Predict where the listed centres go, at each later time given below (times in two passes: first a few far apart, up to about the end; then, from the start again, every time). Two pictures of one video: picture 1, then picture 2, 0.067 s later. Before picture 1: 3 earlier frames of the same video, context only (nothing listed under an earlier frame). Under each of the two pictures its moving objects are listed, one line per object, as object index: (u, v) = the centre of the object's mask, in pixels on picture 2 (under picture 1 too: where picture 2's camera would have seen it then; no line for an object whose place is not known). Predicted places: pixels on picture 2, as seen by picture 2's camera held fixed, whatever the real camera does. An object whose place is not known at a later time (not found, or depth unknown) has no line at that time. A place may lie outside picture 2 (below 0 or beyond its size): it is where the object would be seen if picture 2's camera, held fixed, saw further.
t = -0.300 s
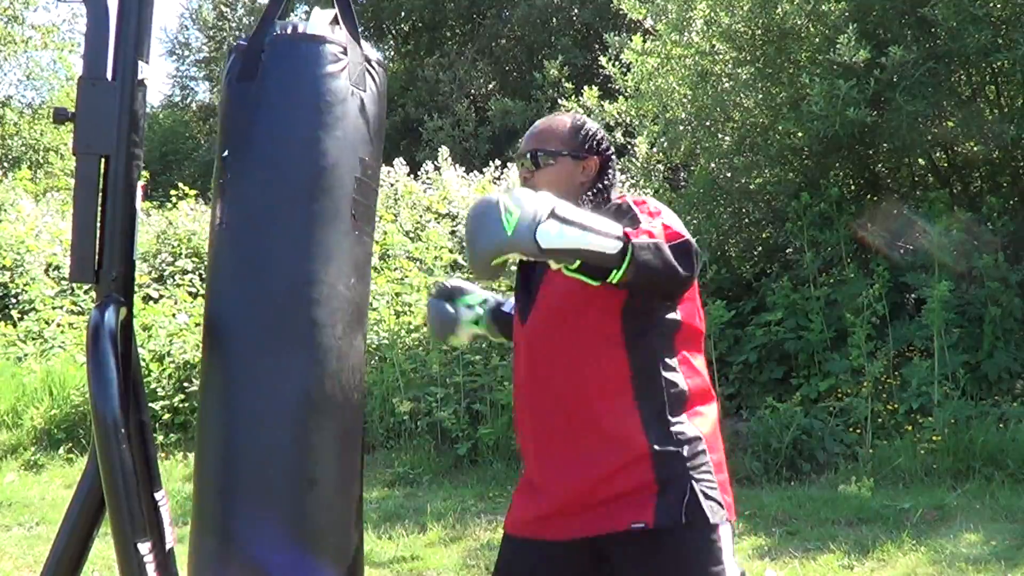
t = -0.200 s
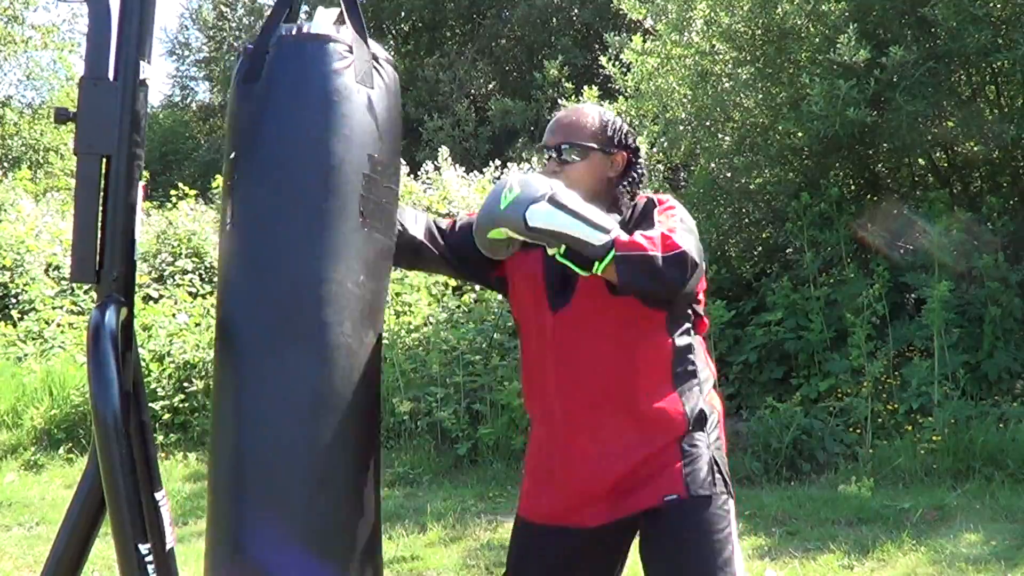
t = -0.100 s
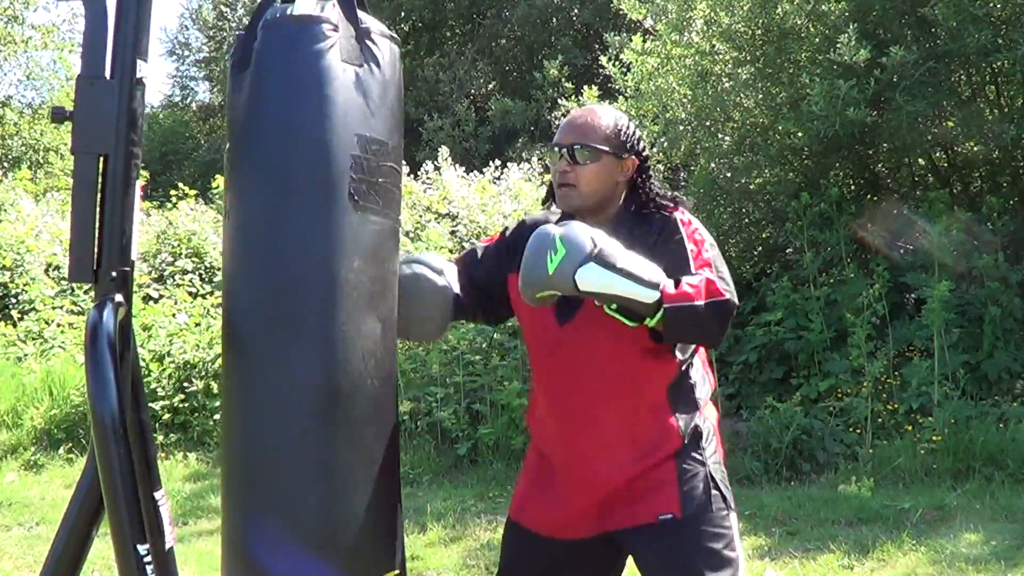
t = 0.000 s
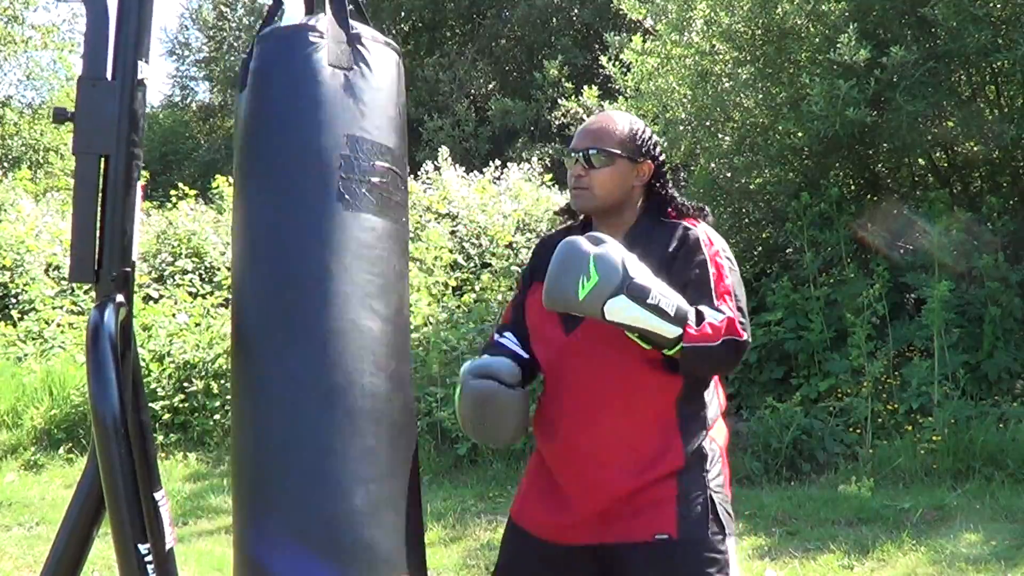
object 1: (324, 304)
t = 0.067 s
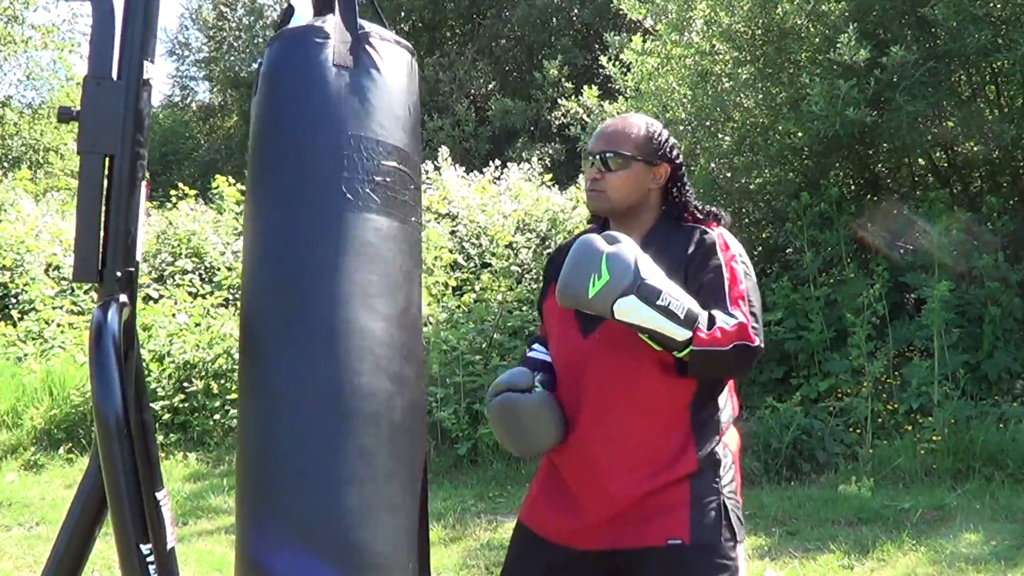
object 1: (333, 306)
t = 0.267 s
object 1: (340, 307)
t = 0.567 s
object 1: (334, 305)
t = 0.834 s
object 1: (309, 307)
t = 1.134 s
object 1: (280, 306)
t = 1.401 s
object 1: (267, 305)
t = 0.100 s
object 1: (337, 303)
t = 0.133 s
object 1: (339, 303)
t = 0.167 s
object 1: (340, 304)
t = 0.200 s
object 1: (339, 305)
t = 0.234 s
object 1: (339, 306)
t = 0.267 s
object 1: (340, 307)
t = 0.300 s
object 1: (343, 305)
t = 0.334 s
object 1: (345, 304)
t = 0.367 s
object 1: (344, 304)
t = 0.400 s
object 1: (343, 305)
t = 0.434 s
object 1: (341, 306)
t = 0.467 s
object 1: (339, 306)
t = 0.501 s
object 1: (338, 305)
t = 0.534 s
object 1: (336, 305)
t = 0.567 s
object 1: (334, 305)
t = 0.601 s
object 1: (332, 305)
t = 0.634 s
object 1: (330, 306)
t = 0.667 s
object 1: (327, 306)
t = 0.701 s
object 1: (324, 305)
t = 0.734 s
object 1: (320, 305)
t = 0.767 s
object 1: (316, 305)
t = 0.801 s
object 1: (312, 306)
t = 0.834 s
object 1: (309, 307)
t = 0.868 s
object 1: (307, 306)
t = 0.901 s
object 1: (303, 306)
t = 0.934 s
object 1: (300, 306)
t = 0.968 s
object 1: (296, 306)
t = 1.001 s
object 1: (292, 306)
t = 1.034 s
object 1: (288, 306)
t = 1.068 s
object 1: (285, 306)
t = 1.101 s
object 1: (283, 306)
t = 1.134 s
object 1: (280, 306)
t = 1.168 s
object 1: (278, 306)
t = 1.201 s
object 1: (275, 306)
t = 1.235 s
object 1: (273, 306)
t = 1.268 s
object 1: (271, 305)
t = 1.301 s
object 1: (269, 305)
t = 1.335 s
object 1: (268, 305)
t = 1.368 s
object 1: (267, 305)
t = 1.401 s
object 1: (267, 305)
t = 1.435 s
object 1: (266, 305)
